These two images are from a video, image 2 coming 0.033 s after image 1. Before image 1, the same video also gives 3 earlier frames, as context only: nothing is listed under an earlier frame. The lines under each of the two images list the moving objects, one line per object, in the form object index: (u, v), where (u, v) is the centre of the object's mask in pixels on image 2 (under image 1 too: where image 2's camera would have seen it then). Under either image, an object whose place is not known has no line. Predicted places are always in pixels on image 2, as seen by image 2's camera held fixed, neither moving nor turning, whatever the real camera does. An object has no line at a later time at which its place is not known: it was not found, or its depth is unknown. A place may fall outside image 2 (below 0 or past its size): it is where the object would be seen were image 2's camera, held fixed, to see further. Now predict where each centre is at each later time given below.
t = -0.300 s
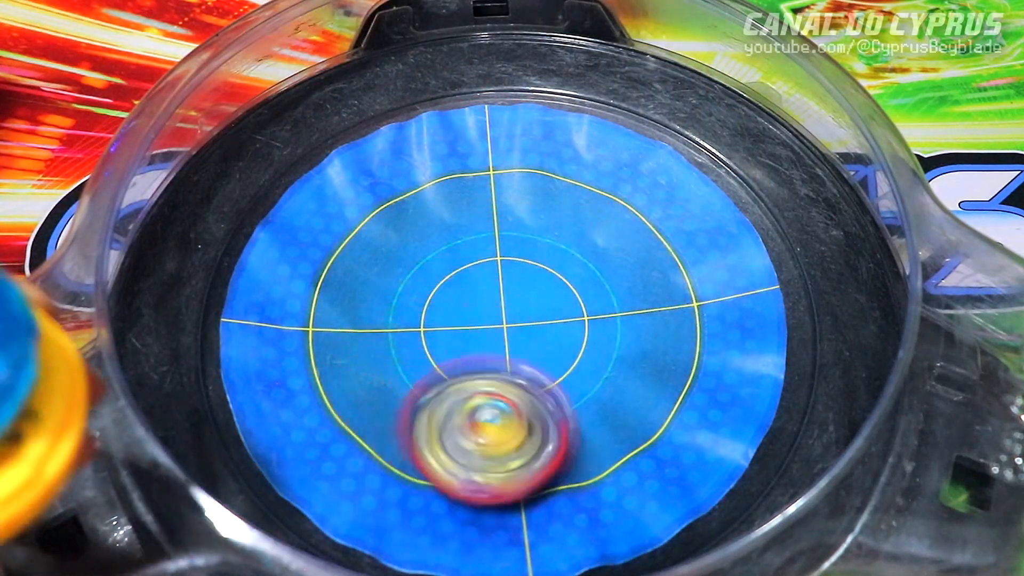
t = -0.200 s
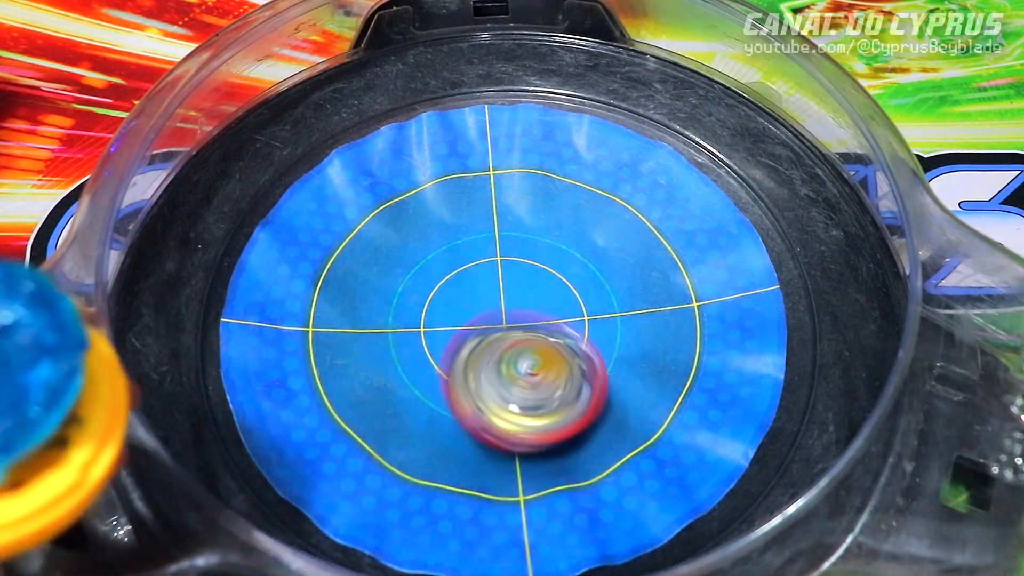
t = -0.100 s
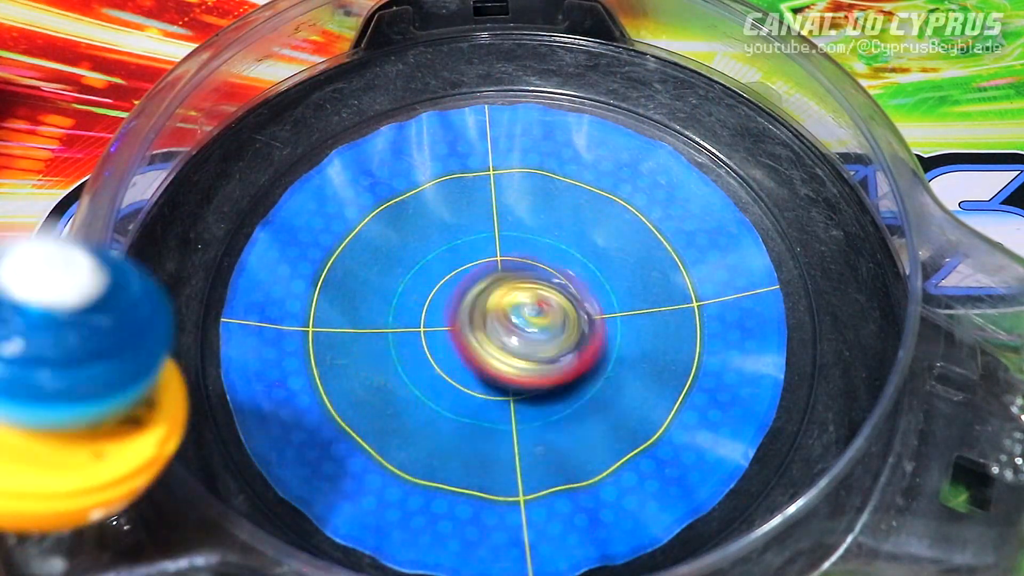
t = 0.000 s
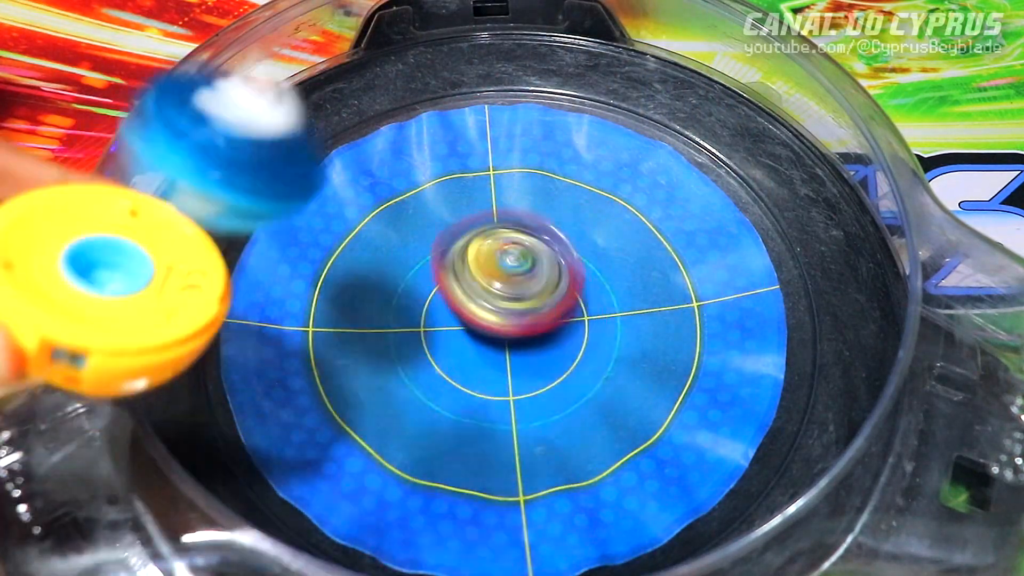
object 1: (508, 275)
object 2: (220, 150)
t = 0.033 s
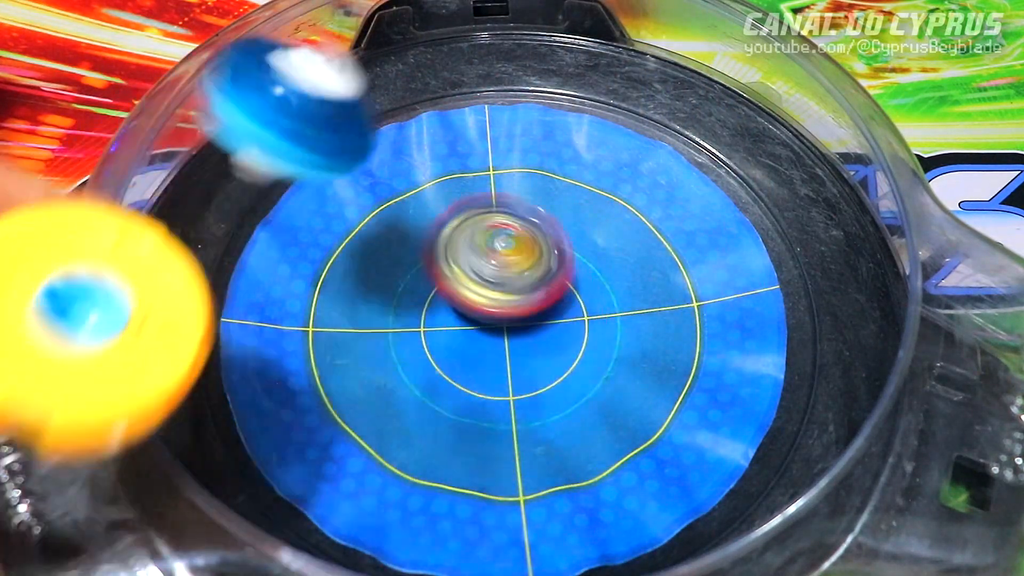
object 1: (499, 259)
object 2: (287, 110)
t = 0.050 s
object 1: (495, 251)
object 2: (316, 103)
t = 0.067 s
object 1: (488, 245)
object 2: (348, 104)
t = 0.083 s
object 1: (482, 238)
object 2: (370, 109)
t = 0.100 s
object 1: (478, 233)
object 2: (396, 120)
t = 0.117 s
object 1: (469, 225)
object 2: (416, 125)
